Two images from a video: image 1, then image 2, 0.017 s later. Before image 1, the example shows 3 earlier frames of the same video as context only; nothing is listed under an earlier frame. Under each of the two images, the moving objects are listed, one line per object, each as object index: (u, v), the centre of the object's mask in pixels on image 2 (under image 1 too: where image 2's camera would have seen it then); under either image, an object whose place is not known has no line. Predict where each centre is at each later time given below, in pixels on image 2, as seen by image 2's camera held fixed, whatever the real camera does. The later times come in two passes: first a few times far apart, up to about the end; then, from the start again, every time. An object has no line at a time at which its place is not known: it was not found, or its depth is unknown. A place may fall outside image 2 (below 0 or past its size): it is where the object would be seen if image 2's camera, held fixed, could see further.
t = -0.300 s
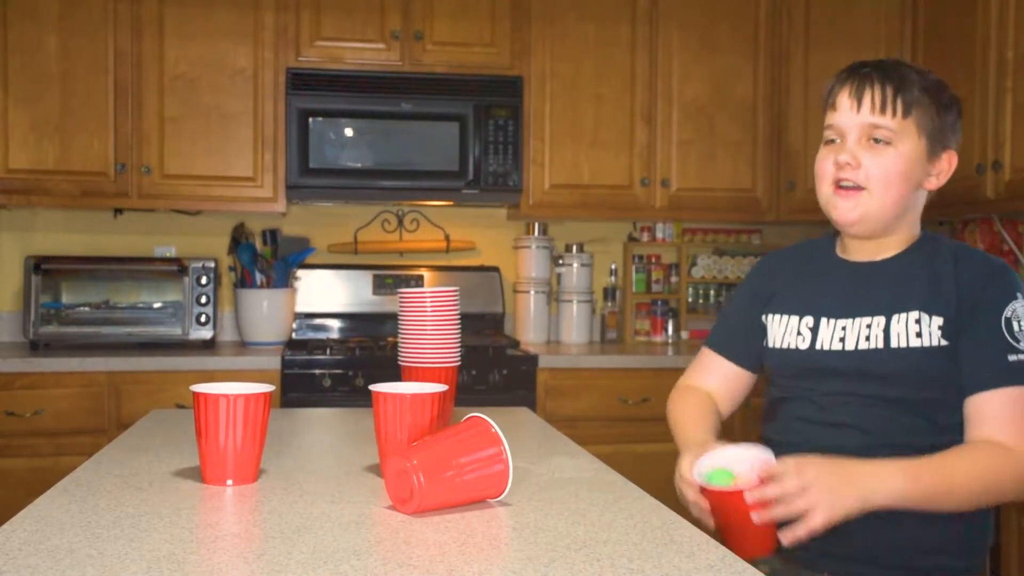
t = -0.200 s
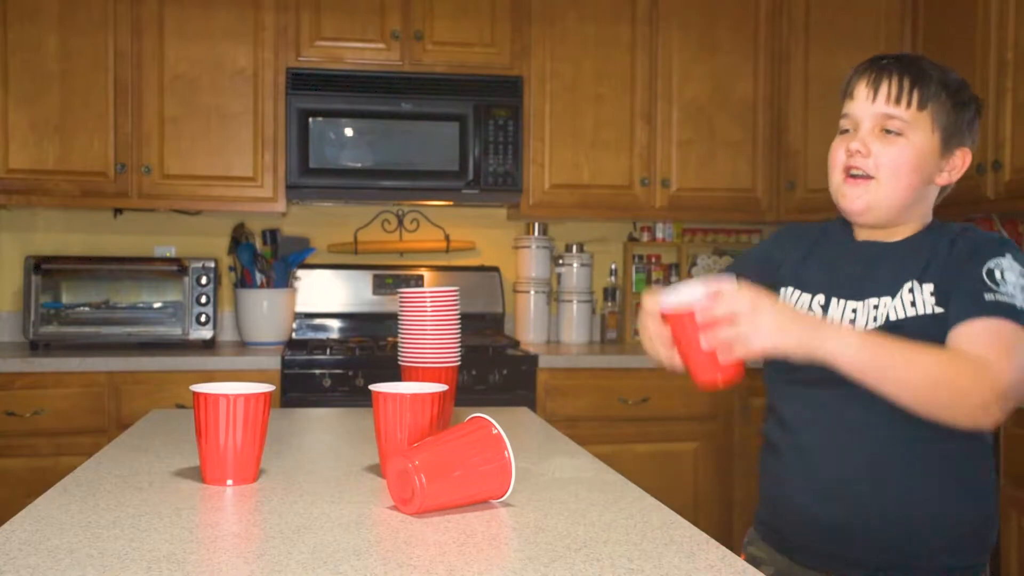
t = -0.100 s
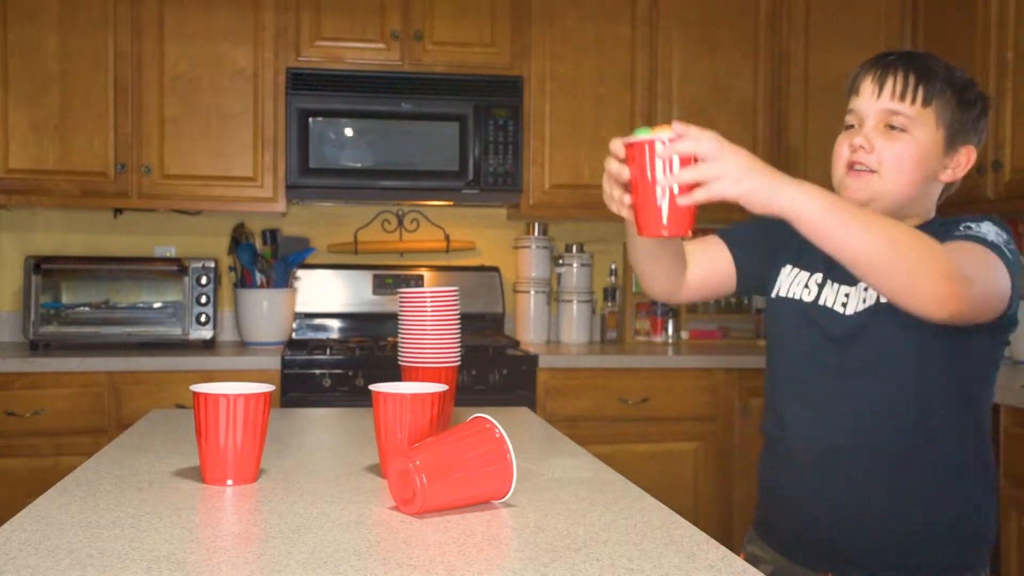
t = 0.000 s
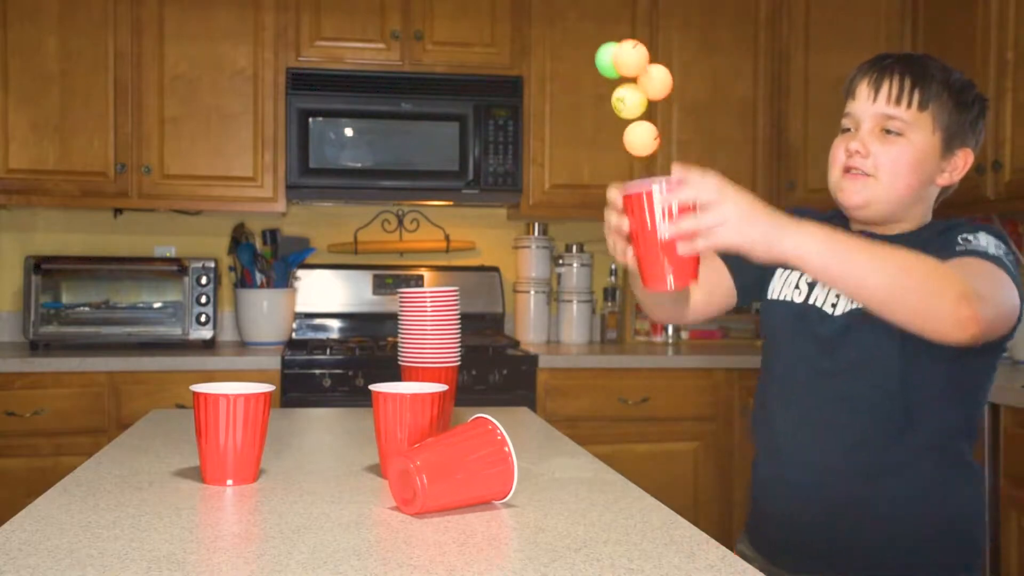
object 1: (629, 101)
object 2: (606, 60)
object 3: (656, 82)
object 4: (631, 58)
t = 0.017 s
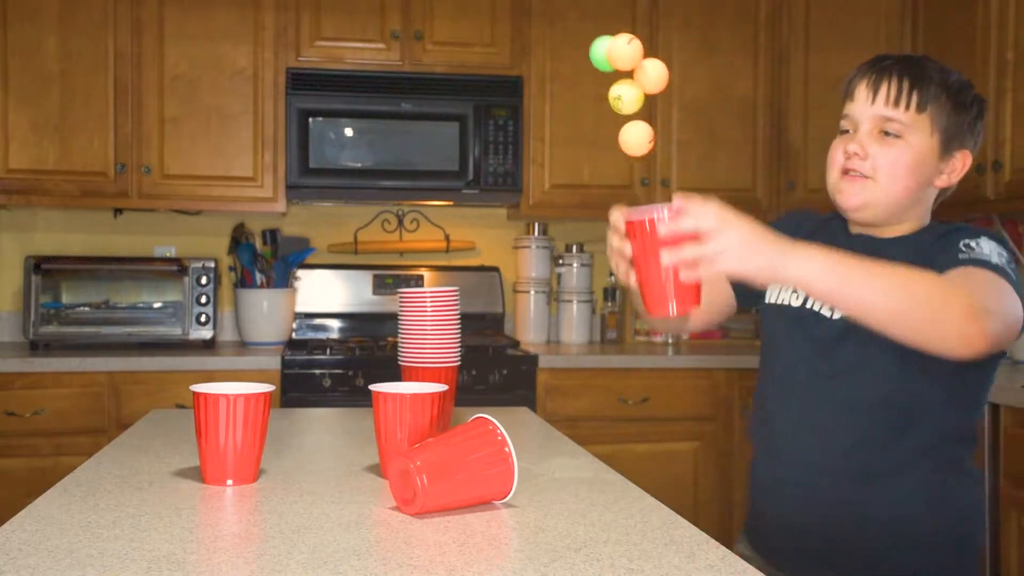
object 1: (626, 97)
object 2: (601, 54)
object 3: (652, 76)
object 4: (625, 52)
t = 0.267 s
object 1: (573, 319)
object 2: (512, 229)
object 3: (589, 272)
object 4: (533, 248)
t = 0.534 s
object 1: (416, 227)
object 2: (517, 242)
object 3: (531, 204)
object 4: (562, 240)
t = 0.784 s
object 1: (207, 380)
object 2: (497, 444)
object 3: (554, 262)
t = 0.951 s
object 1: (87, 319)
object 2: (502, 292)
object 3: (566, 377)
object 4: (729, 413)
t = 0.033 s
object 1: (623, 95)
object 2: (595, 49)
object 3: (647, 72)
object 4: (619, 48)
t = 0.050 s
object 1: (619, 95)
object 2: (589, 47)
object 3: (643, 70)
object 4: (614, 46)
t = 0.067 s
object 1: (616, 97)
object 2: (583, 46)
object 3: (639, 71)
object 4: (608, 46)
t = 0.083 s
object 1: (613, 102)
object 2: (577, 49)
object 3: (635, 75)
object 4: (602, 49)
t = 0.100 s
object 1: (609, 110)
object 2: (571, 53)
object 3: (631, 80)
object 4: (596, 55)
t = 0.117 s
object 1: (606, 119)
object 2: (565, 60)
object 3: (627, 88)
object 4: (589, 62)
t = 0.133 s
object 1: (602, 132)
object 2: (559, 69)
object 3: (623, 99)
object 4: (583, 73)
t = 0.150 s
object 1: (599, 146)
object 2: (553, 80)
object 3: (619, 112)
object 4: (577, 86)
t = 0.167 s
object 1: (595, 163)
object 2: (547, 94)
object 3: (614, 127)
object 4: (570, 101)
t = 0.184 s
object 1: (591, 183)
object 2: (542, 110)
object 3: (610, 145)
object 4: (564, 120)
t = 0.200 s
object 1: (587, 205)
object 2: (535, 129)
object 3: (606, 166)
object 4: (558, 140)
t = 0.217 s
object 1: (584, 229)
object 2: (529, 151)
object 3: (602, 189)
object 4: (551, 163)
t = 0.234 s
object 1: (580, 256)
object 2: (523, 175)
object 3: (597, 214)
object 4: (545, 189)
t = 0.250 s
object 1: (576, 286)
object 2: (518, 202)
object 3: (593, 242)
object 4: (539, 218)
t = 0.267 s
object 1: (573, 319)
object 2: (512, 229)
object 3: (589, 272)
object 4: (533, 248)
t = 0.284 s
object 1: (570, 354)
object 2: (506, 263)
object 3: (584, 306)
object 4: (526, 282)
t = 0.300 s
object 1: (566, 392)
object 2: (500, 297)
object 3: (580, 341)
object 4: (520, 320)
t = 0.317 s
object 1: (565, 434)
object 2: (494, 334)
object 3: (575, 379)
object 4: (514, 359)
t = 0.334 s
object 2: (489, 374)
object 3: (551, 390)
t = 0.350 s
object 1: (550, 466)
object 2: (486, 407)
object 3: (551, 364)
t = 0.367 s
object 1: (538, 434)
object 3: (549, 338)
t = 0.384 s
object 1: (527, 403)
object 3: (547, 316)
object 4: (525, 448)
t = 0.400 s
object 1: (515, 375)
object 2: (496, 414)
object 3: (546, 295)
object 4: (527, 418)
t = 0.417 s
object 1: (504, 349)
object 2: (496, 391)
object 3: (544, 275)
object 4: (531, 386)
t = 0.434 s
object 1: (491, 325)
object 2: (500, 364)
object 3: (543, 259)
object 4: (536, 359)
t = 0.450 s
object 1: (480, 303)
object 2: (503, 337)
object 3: (541, 244)
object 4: (540, 334)
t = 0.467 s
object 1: (467, 284)
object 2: (505, 313)
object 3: (539, 231)
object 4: (545, 311)
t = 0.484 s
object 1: (455, 266)
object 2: (508, 292)
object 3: (537, 221)
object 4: (549, 289)
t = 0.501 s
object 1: (442, 251)
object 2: (511, 273)
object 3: (535, 213)
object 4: (554, 270)
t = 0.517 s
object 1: (429, 238)
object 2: (514, 256)
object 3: (533, 208)
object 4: (558, 254)
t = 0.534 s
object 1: (416, 227)
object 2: (517, 242)
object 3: (531, 204)
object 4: (562, 240)
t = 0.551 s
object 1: (404, 219)
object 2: (518, 234)
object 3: (530, 200)
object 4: (566, 229)
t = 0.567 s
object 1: (390, 213)
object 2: (517, 234)
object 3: (532, 190)
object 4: (571, 220)
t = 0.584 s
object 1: (377, 210)
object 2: (515, 238)
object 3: (534, 183)
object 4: (575, 213)
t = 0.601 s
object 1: (364, 209)
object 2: (514, 243)
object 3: (535, 178)
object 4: (579, 208)
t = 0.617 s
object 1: (350, 210)
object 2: (513, 250)
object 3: (537, 175)
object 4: (583, 206)
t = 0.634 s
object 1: (337, 215)
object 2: (511, 260)
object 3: (539, 174)
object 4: (587, 206)
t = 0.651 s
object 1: (323, 222)
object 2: (509, 272)
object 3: (541, 175)
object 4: (591, 208)
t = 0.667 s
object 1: (309, 231)
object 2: (508, 286)
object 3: (542, 178)
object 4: (595, 212)
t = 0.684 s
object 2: (506, 302)
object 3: (544, 184)
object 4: (598, 219)
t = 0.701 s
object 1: (280, 259)
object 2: (504, 321)
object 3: (546, 191)
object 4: (602, 228)
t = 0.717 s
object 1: (266, 276)
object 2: (503, 341)
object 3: (548, 201)
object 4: (606, 239)
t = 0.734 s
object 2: (501, 364)
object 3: (549, 213)
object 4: (610, 253)
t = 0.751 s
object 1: (236, 323)
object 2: (499, 388)
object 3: (551, 227)
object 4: (613, 269)
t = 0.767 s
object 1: (222, 350)
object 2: (498, 415)
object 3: (553, 244)
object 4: (617, 287)
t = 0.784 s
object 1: (207, 380)
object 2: (497, 444)
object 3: (554, 262)
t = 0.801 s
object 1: (192, 415)
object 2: (496, 444)
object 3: (556, 282)
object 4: (623, 330)
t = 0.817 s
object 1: (178, 450)
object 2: (497, 418)
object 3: (557, 305)
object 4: (627, 355)
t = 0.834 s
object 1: (163, 491)
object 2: (497, 395)
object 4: (630, 383)
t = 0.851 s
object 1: (151, 476)
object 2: (498, 375)
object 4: (633, 412)
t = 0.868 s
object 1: (141, 444)
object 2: (498, 356)
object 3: (562, 386)
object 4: (636, 444)
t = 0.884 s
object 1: (130, 414)
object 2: (499, 339)
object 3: (563, 416)
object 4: (645, 463)
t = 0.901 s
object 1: (119, 387)
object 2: (500, 324)
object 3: (565, 449)
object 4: (666, 447)
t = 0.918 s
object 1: (109, 362)
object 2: (500, 311)
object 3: (566, 431)
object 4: (687, 434)
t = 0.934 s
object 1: (98, 339)
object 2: (501, 301)
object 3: (566, 403)
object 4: (708, 422)
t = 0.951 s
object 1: (87, 319)
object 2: (502, 292)
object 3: (566, 377)
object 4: (729, 413)
